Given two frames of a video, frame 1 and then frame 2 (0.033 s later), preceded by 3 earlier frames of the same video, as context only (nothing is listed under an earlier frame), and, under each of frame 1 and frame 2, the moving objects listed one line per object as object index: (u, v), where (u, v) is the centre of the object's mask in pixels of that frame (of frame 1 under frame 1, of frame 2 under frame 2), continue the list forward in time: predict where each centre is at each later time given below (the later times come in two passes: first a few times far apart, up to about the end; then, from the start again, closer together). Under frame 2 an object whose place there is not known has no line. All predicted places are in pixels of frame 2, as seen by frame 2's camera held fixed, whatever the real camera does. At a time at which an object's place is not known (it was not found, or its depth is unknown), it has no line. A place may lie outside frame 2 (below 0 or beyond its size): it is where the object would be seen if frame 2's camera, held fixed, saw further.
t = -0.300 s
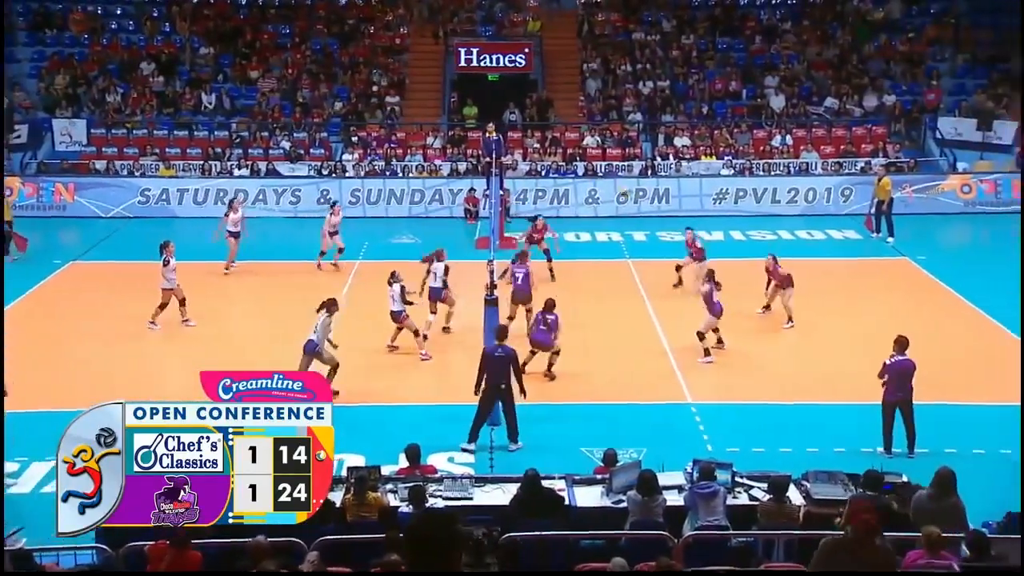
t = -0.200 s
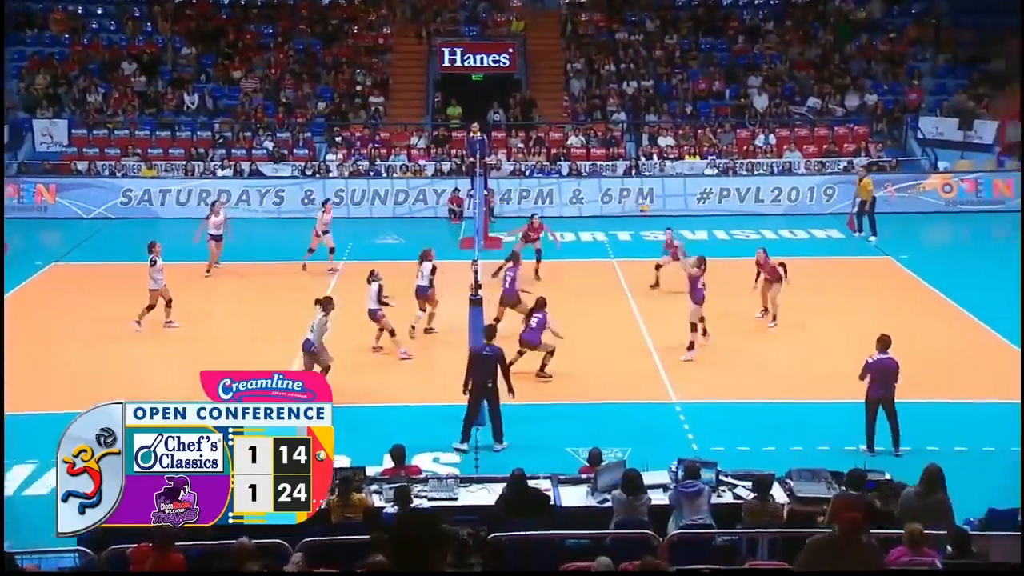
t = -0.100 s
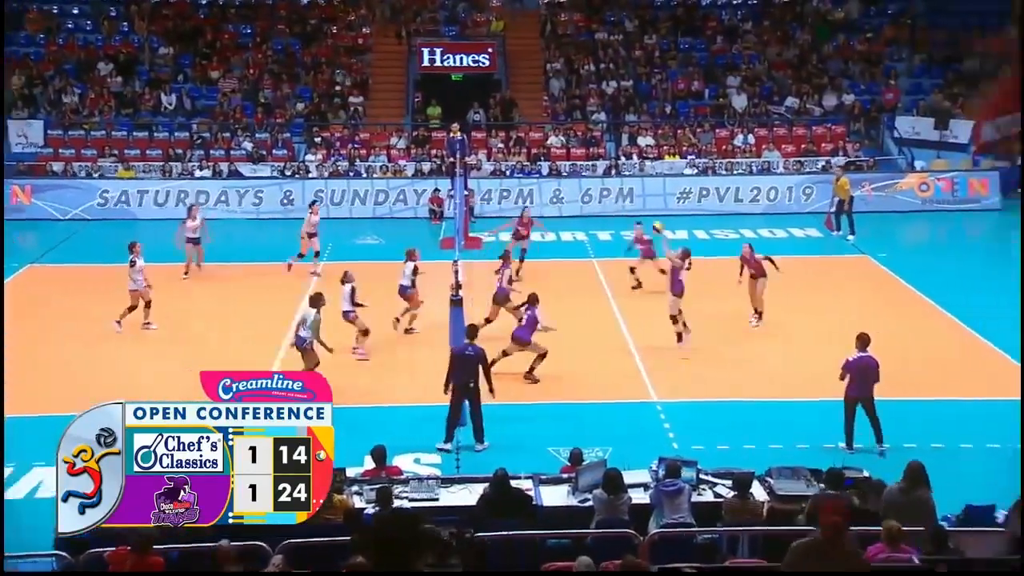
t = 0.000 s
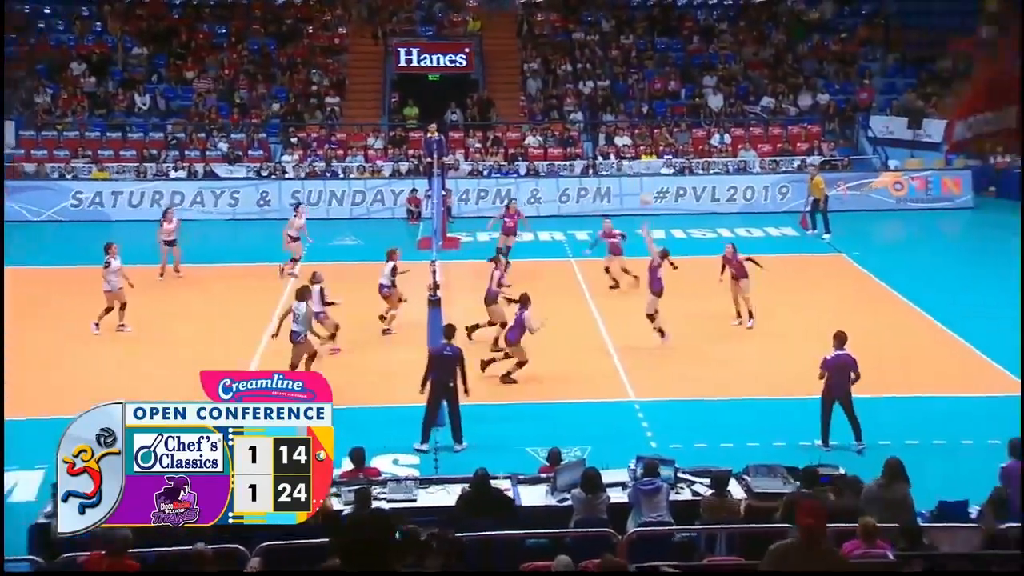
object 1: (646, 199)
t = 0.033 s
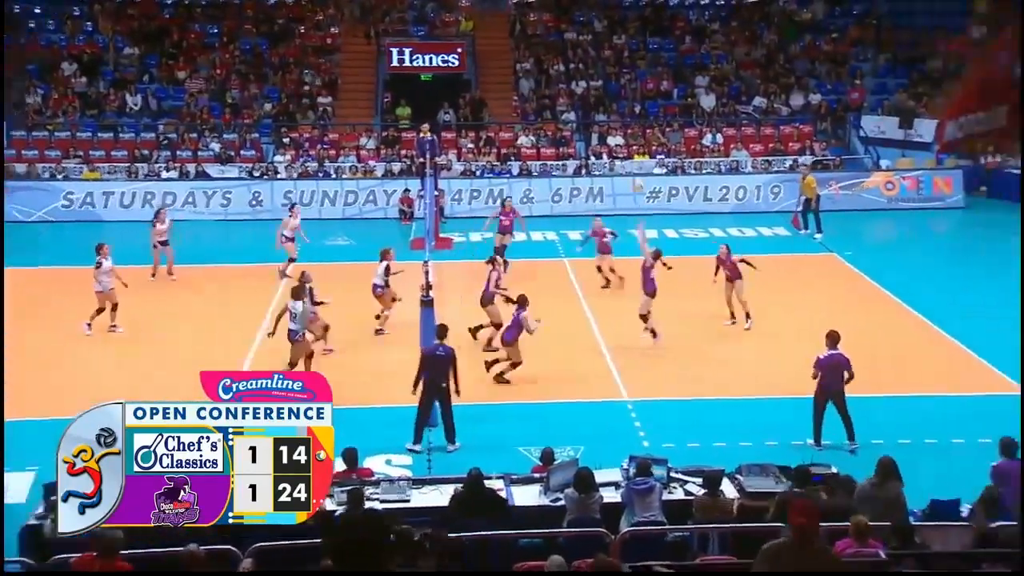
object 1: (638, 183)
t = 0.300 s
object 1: (638, 90)
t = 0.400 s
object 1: (641, 71)
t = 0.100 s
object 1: (637, 156)
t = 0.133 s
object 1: (639, 144)
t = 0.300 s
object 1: (638, 90)
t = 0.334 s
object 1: (640, 85)
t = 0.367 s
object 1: (641, 78)
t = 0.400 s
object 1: (641, 71)
